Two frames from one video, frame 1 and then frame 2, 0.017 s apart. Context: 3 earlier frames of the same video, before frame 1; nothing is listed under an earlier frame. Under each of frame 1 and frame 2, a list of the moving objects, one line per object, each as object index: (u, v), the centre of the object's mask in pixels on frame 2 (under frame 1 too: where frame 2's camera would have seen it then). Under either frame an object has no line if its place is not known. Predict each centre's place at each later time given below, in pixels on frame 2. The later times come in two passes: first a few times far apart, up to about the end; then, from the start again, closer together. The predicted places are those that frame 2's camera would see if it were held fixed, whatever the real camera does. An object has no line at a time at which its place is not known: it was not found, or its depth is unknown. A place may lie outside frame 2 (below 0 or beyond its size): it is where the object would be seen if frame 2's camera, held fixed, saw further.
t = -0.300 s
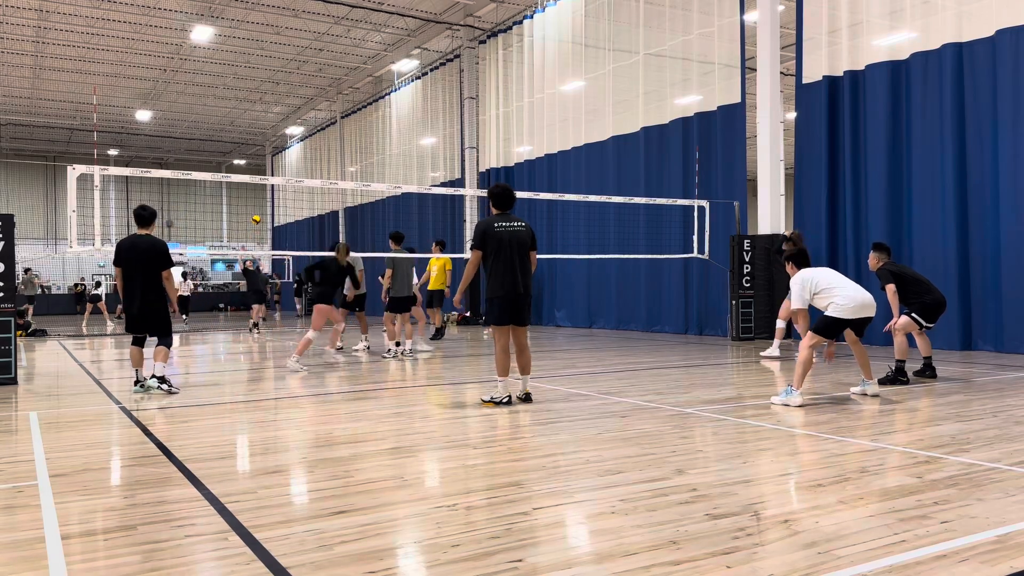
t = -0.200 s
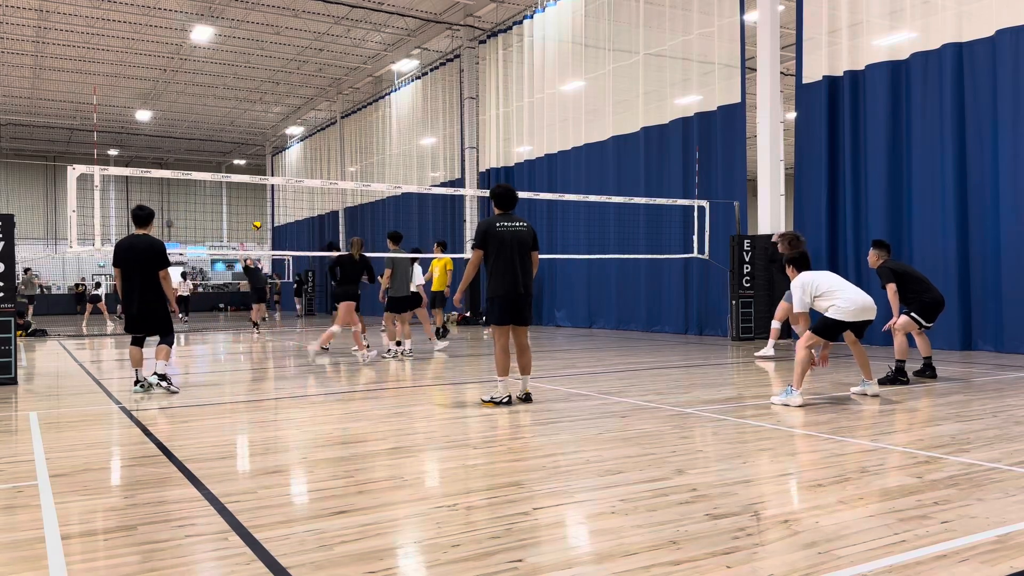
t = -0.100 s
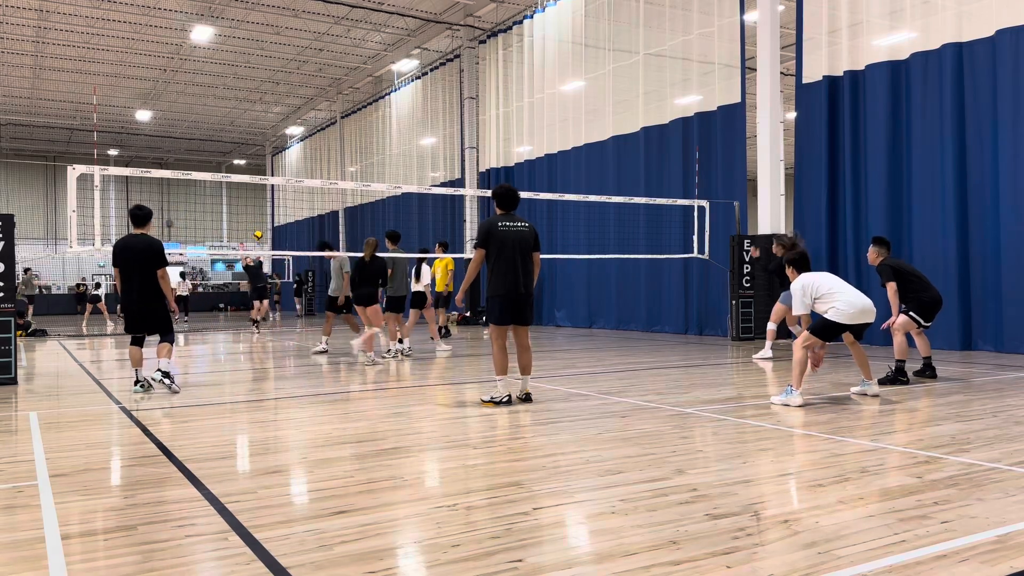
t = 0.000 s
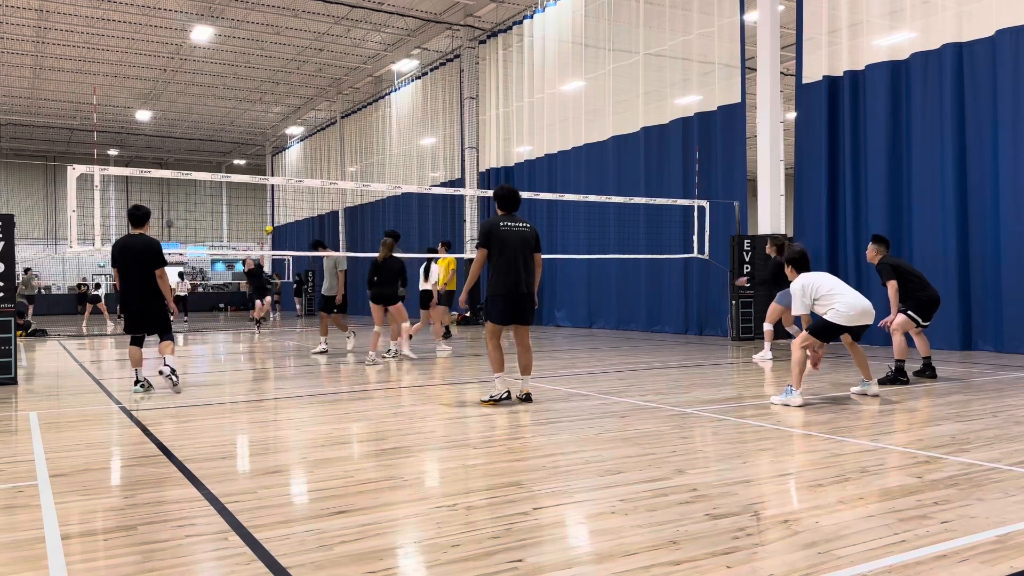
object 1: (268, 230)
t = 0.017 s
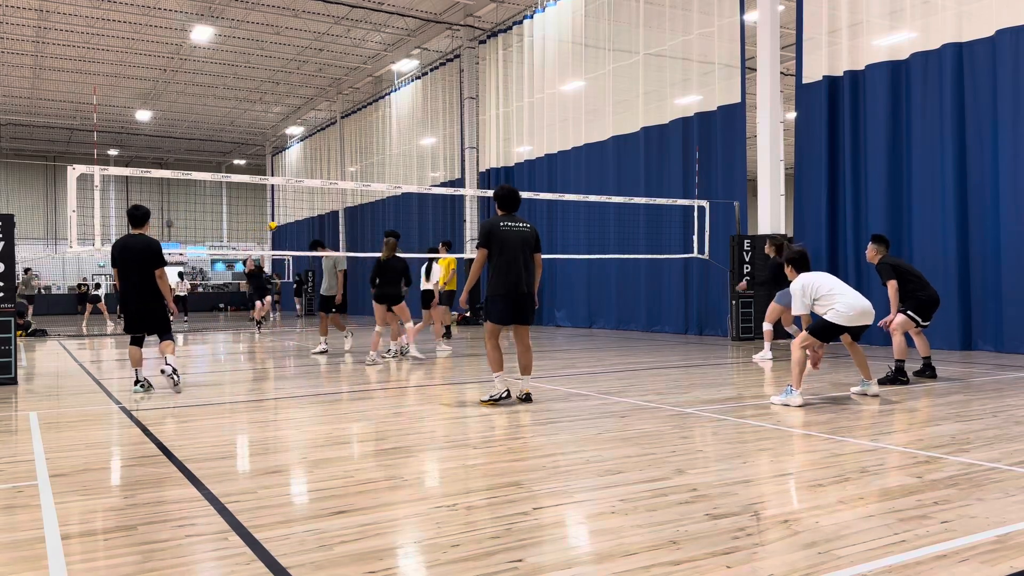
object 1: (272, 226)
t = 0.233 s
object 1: (326, 175)
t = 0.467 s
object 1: (404, 137)
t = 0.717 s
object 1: (510, 130)
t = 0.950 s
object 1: (648, 176)
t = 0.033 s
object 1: (276, 222)
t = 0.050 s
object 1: (279, 218)
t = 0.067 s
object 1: (283, 214)
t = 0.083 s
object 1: (287, 210)
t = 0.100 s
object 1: (292, 206)
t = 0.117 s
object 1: (295, 202)
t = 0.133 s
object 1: (299, 198)
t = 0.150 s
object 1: (304, 194)
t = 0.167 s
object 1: (308, 191)
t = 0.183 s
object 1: (312, 189)
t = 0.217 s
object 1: (322, 177)
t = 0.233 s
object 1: (326, 175)
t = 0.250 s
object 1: (331, 172)
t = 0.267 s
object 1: (337, 169)
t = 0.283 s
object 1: (342, 165)
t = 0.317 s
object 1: (353, 159)
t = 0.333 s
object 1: (358, 156)
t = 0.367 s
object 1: (369, 150)
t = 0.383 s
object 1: (374, 148)
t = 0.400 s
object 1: (380, 146)
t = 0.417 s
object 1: (386, 143)
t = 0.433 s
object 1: (392, 141)
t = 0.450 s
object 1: (398, 139)
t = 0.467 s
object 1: (404, 137)
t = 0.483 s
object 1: (411, 135)
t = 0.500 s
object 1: (417, 134)
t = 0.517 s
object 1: (423, 133)
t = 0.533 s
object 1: (430, 131)
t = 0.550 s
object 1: (436, 130)
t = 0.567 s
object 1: (443, 129)
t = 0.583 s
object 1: (450, 129)
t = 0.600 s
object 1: (458, 128)
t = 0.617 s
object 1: (464, 128)
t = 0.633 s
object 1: (471, 128)
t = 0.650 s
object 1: (479, 128)
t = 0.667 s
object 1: (486, 128)
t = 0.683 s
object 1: (494, 129)
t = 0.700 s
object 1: (502, 129)
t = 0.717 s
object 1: (510, 130)
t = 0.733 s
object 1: (518, 131)
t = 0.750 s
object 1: (527, 133)
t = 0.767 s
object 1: (536, 135)
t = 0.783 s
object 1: (544, 137)
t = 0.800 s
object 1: (553, 139)
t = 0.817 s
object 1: (563, 141)
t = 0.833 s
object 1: (573, 145)
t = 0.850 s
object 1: (584, 148)
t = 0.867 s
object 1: (593, 152)
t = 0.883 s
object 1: (604, 156)
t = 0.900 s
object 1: (615, 160)
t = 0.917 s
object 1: (626, 165)
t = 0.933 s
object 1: (637, 170)
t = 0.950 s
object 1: (648, 176)
